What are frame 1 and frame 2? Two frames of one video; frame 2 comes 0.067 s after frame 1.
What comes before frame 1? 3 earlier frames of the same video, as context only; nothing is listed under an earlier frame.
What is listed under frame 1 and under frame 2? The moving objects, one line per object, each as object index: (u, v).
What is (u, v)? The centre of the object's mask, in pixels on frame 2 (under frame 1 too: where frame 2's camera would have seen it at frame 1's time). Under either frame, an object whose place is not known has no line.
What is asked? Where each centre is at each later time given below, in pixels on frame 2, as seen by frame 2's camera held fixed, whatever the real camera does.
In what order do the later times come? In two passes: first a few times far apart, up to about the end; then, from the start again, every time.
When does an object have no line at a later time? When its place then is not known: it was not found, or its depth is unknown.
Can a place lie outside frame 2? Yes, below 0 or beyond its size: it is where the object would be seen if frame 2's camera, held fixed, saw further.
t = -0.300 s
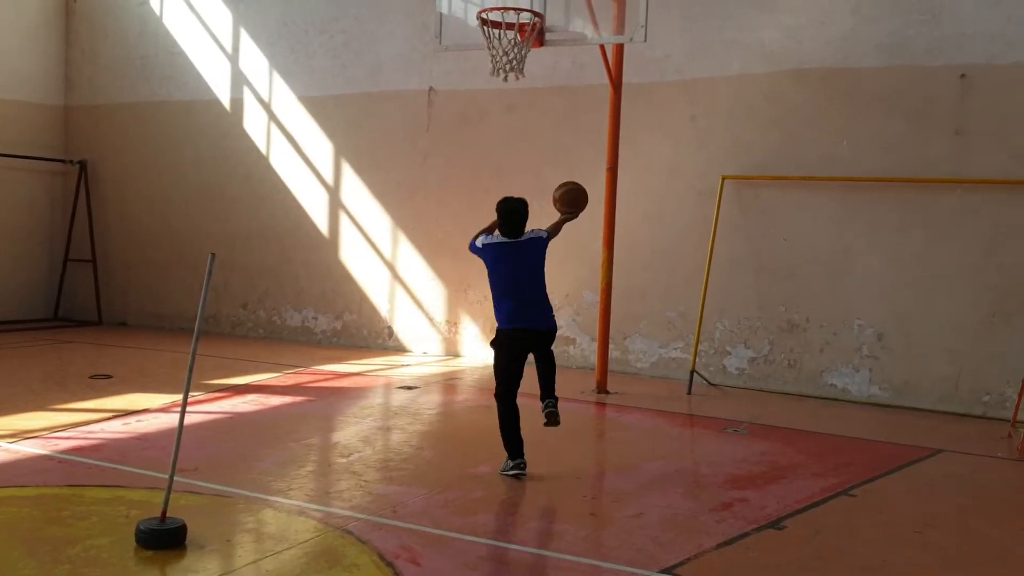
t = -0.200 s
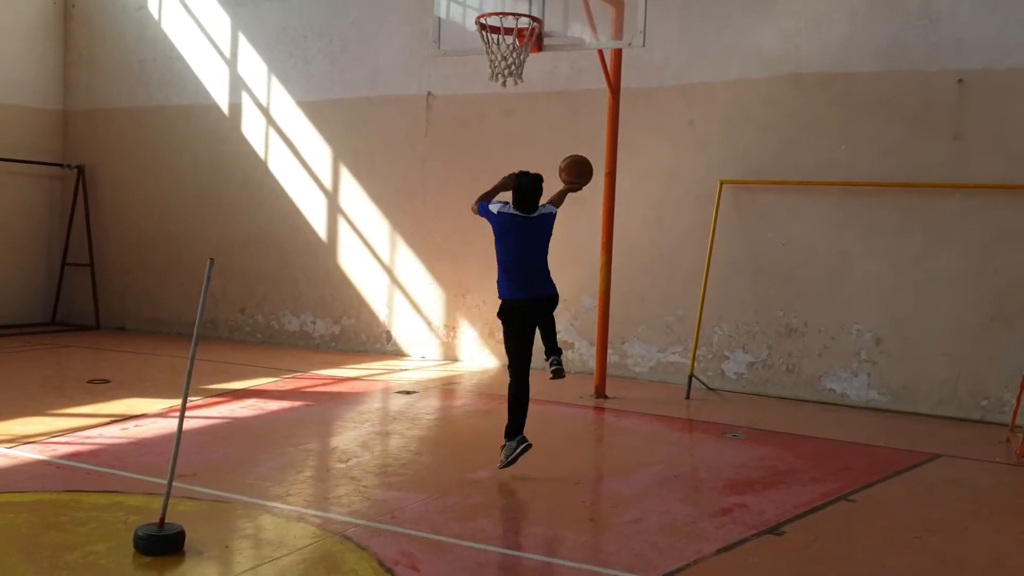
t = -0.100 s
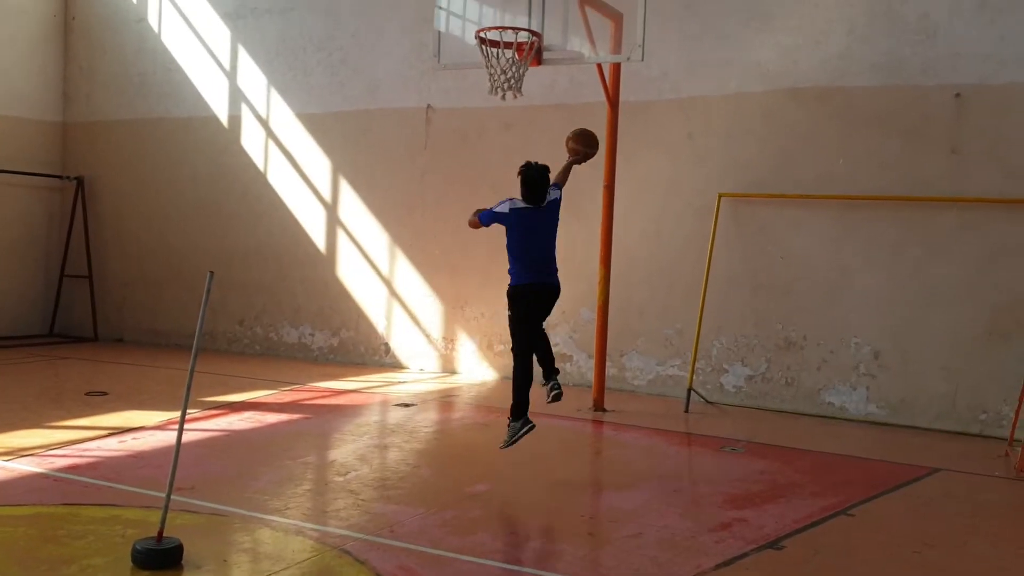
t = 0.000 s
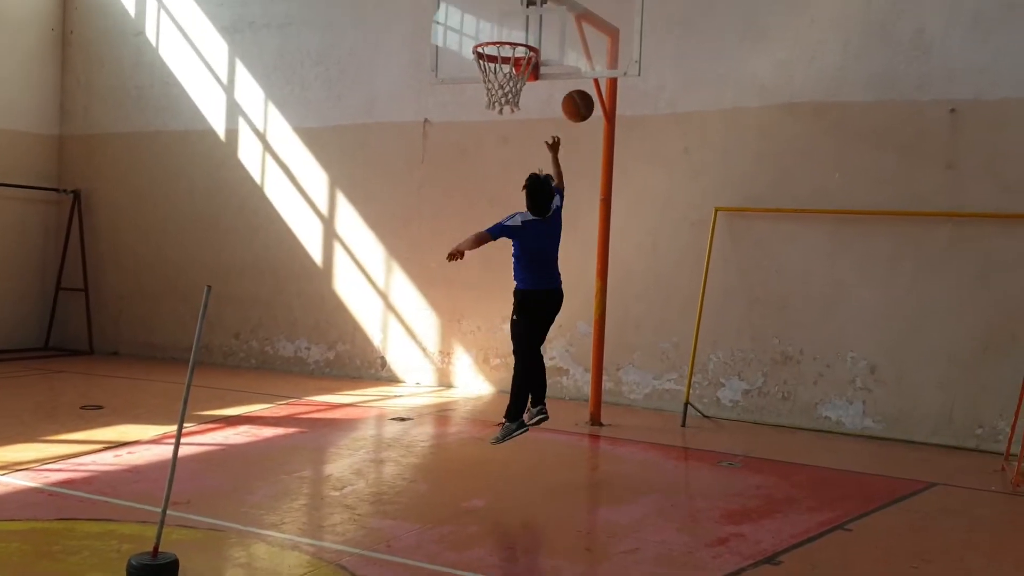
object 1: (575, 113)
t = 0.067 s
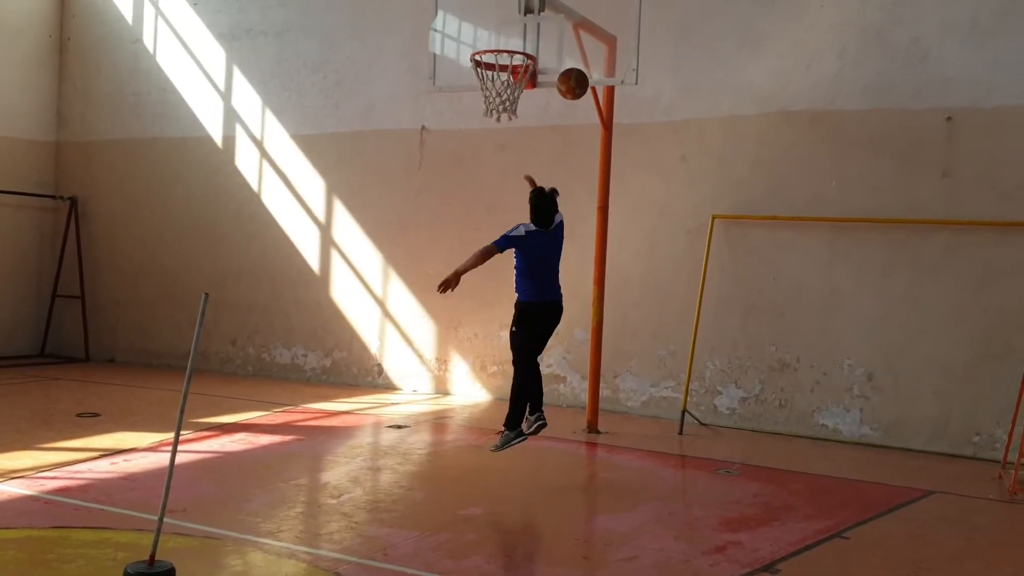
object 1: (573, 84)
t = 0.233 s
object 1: (560, 35)
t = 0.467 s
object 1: (525, 23)
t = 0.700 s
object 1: (500, 68)
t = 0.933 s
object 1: (501, 104)
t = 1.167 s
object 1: (504, 146)
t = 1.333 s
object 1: (503, 226)
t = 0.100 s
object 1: (571, 71)
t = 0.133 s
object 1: (570, 61)
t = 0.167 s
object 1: (568, 51)
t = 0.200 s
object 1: (565, 43)
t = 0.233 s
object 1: (560, 35)
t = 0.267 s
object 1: (556, 29)
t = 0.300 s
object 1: (551, 24)
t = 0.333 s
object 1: (546, 21)
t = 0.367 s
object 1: (541, 19)
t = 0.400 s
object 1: (536, 19)
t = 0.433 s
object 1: (530, 20)
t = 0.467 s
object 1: (525, 23)
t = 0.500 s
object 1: (520, 26)
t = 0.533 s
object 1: (514, 32)
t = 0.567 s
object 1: (509, 39)
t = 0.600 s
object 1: (504, 47)
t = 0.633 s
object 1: (503, 53)
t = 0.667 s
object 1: (501, 59)
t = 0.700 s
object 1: (500, 68)
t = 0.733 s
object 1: (497, 77)
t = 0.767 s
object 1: (499, 81)
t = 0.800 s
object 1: (499, 83)
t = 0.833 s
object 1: (501, 75)
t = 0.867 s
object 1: (498, 103)
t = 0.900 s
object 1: (500, 103)
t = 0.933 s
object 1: (501, 104)
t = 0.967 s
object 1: (503, 105)
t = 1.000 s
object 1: (503, 107)
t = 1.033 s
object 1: (502, 112)
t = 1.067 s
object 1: (503, 118)
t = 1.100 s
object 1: (503, 125)
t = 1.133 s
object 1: (503, 135)
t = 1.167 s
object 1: (504, 146)
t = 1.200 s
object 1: (504, 159)
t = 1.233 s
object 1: (503, 174)
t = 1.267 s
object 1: (503, 190)
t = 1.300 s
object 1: (503, 207)
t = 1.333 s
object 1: (503, 226)
